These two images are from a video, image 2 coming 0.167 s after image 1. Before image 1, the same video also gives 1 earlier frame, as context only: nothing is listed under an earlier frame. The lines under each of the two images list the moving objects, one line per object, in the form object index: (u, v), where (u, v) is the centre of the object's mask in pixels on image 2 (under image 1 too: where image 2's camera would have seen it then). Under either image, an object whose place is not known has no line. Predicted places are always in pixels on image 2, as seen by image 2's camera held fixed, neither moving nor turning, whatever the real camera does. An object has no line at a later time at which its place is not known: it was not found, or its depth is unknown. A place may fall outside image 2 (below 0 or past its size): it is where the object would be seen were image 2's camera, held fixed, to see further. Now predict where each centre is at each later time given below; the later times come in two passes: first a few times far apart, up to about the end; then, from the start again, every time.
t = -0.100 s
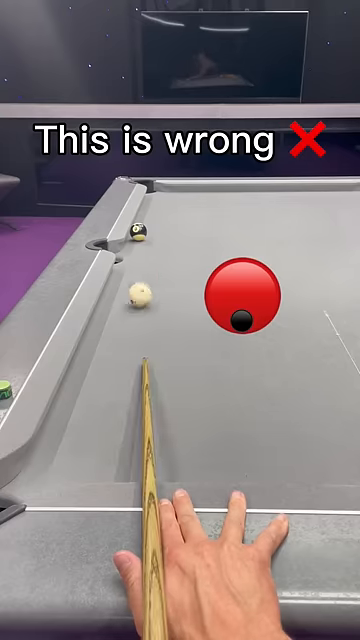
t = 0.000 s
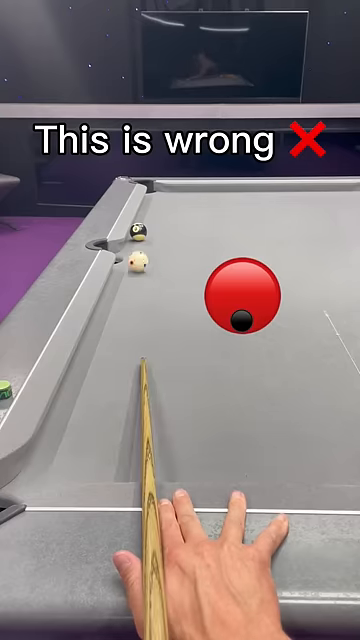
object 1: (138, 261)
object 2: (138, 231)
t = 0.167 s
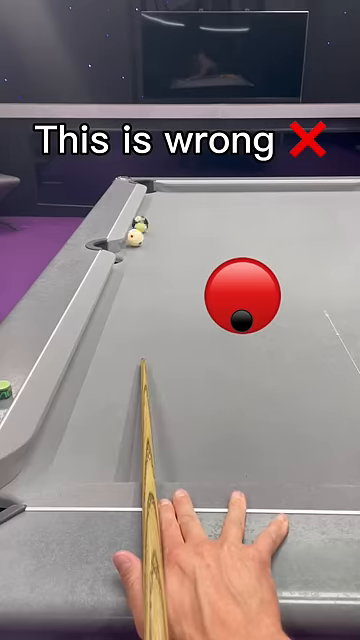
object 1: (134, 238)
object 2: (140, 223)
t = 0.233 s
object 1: (134, 238)
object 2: (143, 216)
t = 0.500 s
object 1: (137, 242)
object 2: (153, 195)
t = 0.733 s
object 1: (139, 246)
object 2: (150, 188)
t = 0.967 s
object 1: (142, 249)
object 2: (156, 188)
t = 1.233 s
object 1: (144, 251)
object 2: (153, 191)
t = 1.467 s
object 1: (145, 253)
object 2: (156, 192)
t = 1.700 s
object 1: (146, 254)
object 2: (159, 194)
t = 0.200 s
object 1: (134, 238)
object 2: (141, 220)
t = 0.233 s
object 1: (134, 238)
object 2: (143, 216)
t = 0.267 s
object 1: (134, 239)
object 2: (145, 211)
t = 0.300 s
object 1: (135, 240)
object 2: (146, 210)
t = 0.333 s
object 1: (136, 241)
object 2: (147, 207)
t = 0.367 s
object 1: (135, 241)
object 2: (148, 205)
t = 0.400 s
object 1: (136, 241)
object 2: (149, 203)
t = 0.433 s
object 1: (136, 242)
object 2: (150, 200)
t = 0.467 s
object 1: (137, 242)
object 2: (151, 197)
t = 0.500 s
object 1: (137, 242)
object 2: (153, 195)
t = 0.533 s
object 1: (137, 243)
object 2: (154, 193)
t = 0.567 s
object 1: (137, 243)
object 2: (155, 192)
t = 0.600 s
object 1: (138, 244)
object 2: (155, 190)
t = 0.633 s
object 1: (138, 244)
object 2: (157, 188)
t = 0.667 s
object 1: (139, 244)
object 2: (157, 187)
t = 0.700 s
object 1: (139, 245)
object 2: (152, 186)
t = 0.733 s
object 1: (139, 246)
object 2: (150, 188)
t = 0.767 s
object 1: (140, 246)
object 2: (154, 187)
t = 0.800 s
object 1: (140, 246)
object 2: (159, 186)
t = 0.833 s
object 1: (141, 247)
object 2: (159, 186)
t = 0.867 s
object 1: (141, 247)
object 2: (158, 187)
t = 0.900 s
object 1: (141, 248)
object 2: (157, 187)
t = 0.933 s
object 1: (142, 248)
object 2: (157, 187)
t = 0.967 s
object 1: (142, 249)
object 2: (156, 188)
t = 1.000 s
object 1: (142, 249)
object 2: (155, 188)
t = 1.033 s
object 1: (143, 249)
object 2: (154, 188)
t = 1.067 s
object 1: (143, 249)
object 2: (154, 188)
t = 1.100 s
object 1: (143, 250)
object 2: (153, 189)
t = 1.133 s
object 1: (143, 250)
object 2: (153, 189)
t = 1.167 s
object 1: (143, 250)
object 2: (153, 190)
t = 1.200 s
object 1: (144, 251)
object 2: (153, 190)
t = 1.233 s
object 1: (144, 251)
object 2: (153, 191)
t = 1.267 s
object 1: (144, 251)
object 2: (154, 191)
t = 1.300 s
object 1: (144, 251)
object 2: (154, 191)
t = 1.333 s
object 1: (144, 252)
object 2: (155, 191)
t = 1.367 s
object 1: (145, 252)
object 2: (155, 191)
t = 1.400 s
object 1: (145, 252)
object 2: (156, 191)
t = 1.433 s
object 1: (145, 252)
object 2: (157, 192)
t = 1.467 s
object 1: (145, 253)
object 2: (156, 192)
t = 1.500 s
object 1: (145, 253)
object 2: (157, 192)
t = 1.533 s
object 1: (145, 253)
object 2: (158, 192)
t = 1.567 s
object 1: (145, 253)
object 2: (158, 192)
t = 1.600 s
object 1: (146, 253)
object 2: (159, 193)
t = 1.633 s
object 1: (146, 253)
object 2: (159, 193)
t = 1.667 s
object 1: (146, 254)
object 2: (159, 194)
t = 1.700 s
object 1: (146, 254)
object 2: (159, 194)
